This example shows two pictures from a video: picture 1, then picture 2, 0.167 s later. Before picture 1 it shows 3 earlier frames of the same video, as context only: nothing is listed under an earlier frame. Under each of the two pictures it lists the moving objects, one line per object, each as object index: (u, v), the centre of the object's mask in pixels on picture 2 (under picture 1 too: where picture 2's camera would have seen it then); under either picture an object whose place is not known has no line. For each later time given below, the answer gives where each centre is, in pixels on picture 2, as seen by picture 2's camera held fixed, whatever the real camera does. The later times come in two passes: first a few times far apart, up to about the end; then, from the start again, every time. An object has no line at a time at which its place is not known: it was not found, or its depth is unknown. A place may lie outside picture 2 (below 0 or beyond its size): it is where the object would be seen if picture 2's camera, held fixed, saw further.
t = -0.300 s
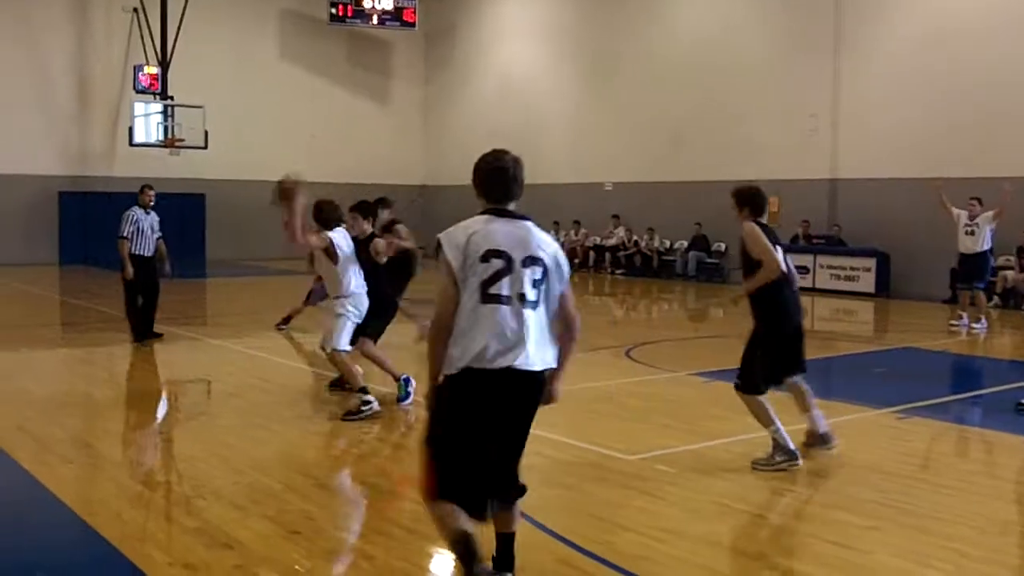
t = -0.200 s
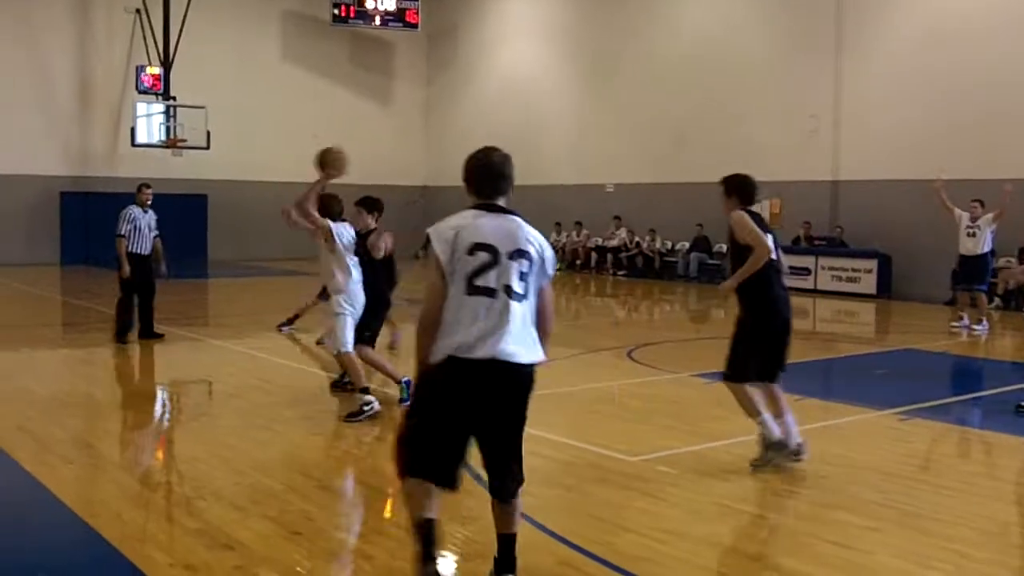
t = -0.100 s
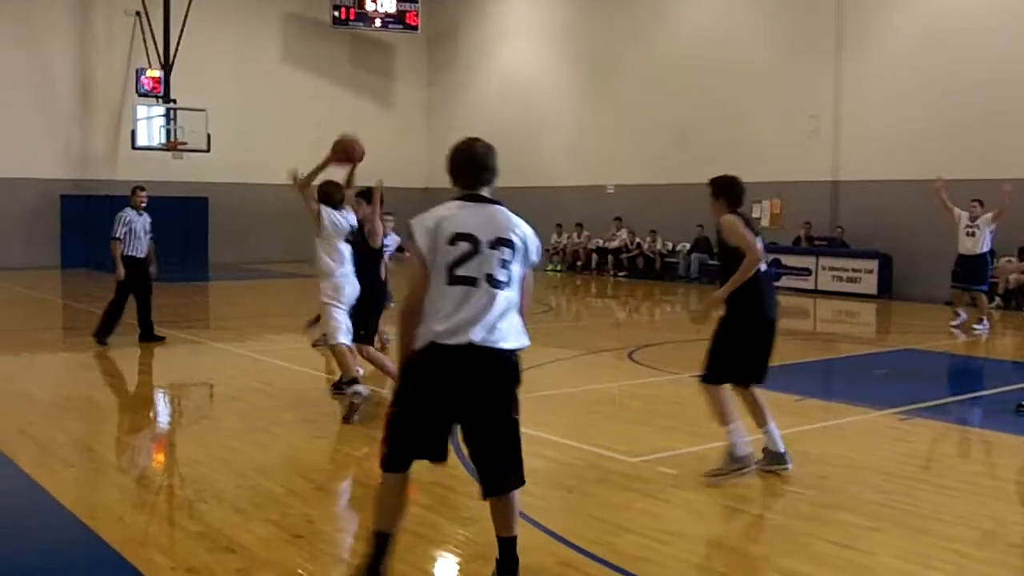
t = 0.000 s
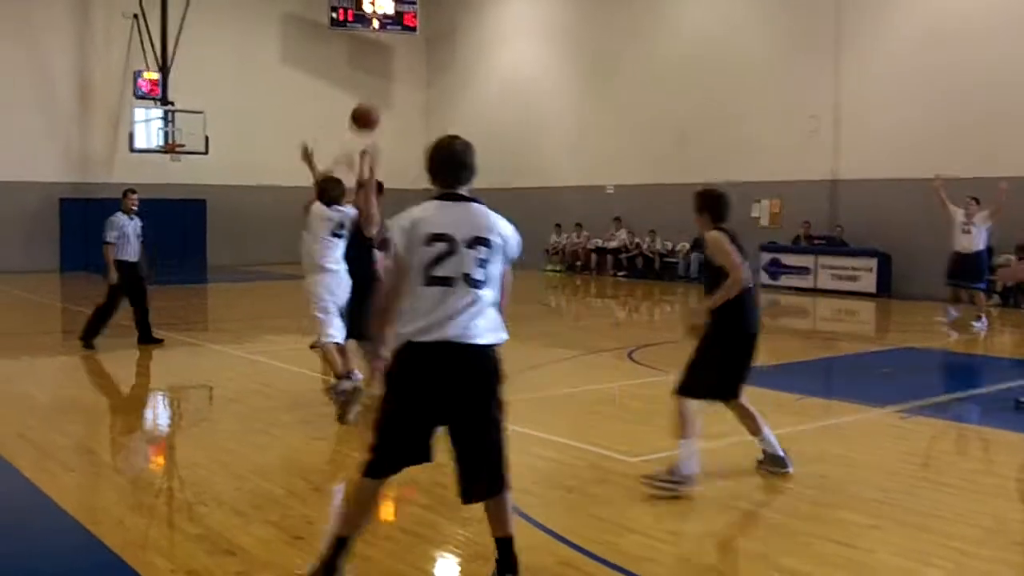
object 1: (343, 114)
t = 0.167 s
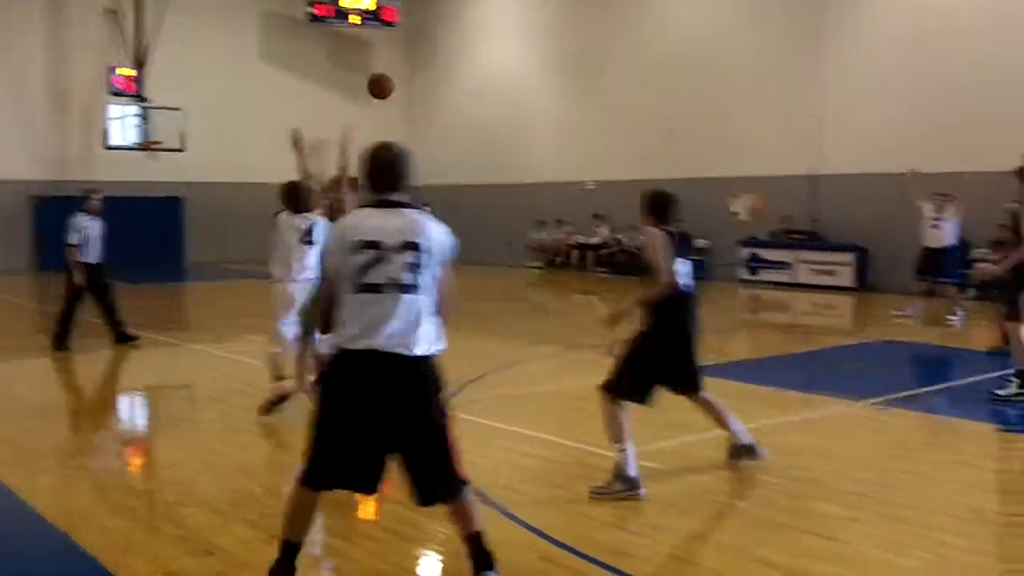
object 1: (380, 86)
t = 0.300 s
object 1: (405, 88)
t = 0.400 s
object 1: (417, 100)
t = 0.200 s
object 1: (388, 85)
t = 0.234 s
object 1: (393, 85)
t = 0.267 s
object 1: (399, 86)
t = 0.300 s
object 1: (405, 88)
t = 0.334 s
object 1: (410, 91)
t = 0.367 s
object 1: (414, 95)
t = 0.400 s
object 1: (417, 100)
